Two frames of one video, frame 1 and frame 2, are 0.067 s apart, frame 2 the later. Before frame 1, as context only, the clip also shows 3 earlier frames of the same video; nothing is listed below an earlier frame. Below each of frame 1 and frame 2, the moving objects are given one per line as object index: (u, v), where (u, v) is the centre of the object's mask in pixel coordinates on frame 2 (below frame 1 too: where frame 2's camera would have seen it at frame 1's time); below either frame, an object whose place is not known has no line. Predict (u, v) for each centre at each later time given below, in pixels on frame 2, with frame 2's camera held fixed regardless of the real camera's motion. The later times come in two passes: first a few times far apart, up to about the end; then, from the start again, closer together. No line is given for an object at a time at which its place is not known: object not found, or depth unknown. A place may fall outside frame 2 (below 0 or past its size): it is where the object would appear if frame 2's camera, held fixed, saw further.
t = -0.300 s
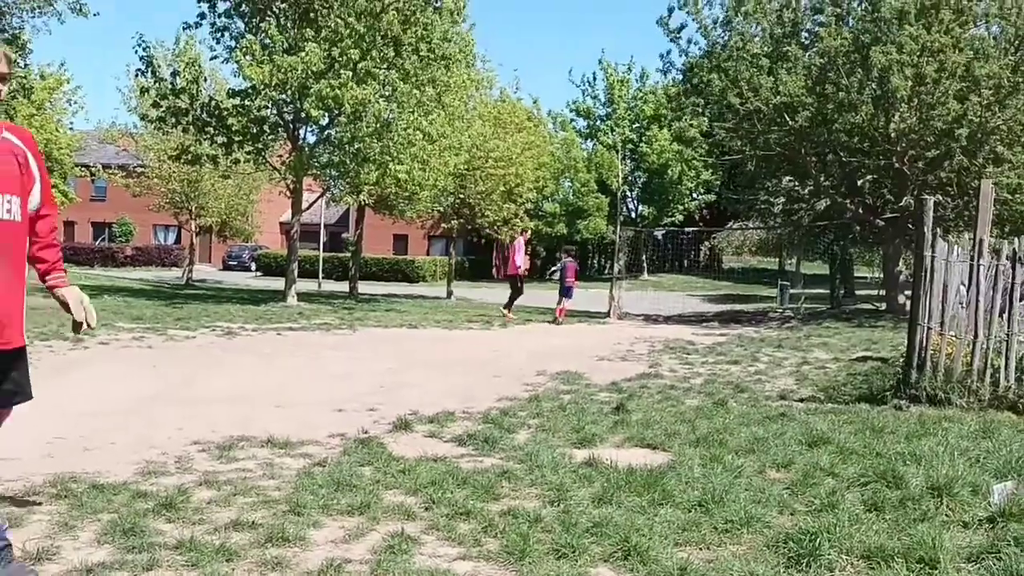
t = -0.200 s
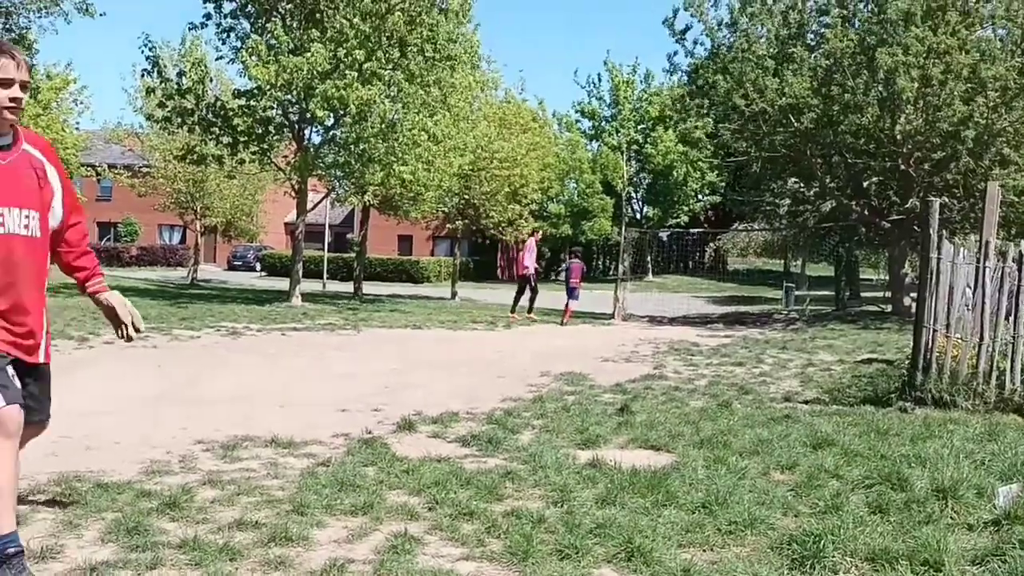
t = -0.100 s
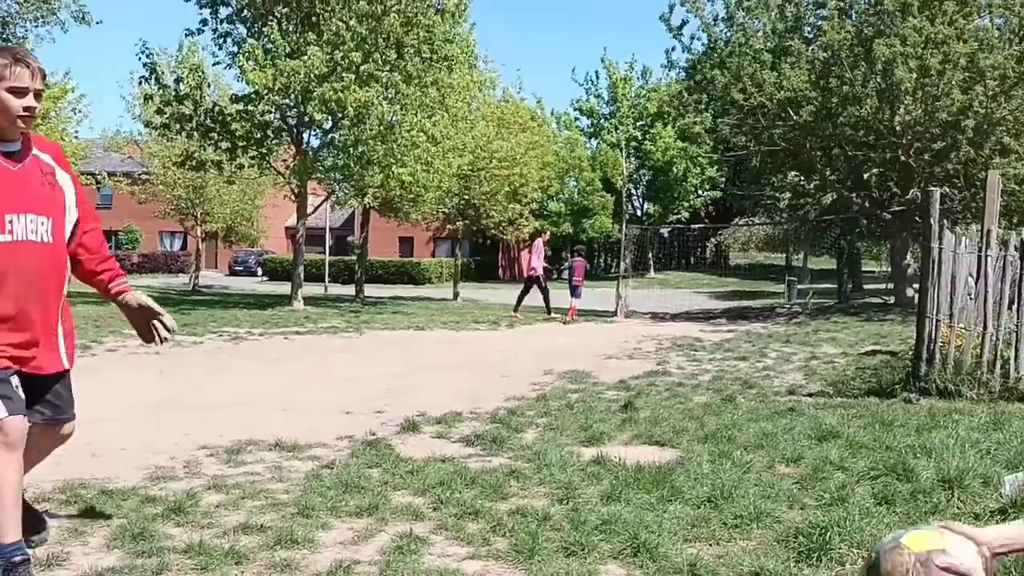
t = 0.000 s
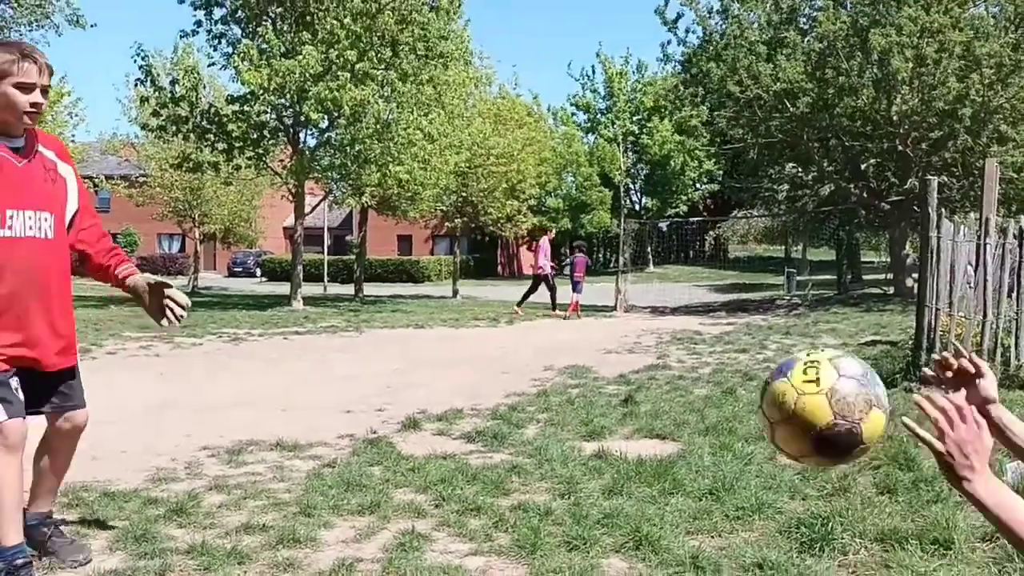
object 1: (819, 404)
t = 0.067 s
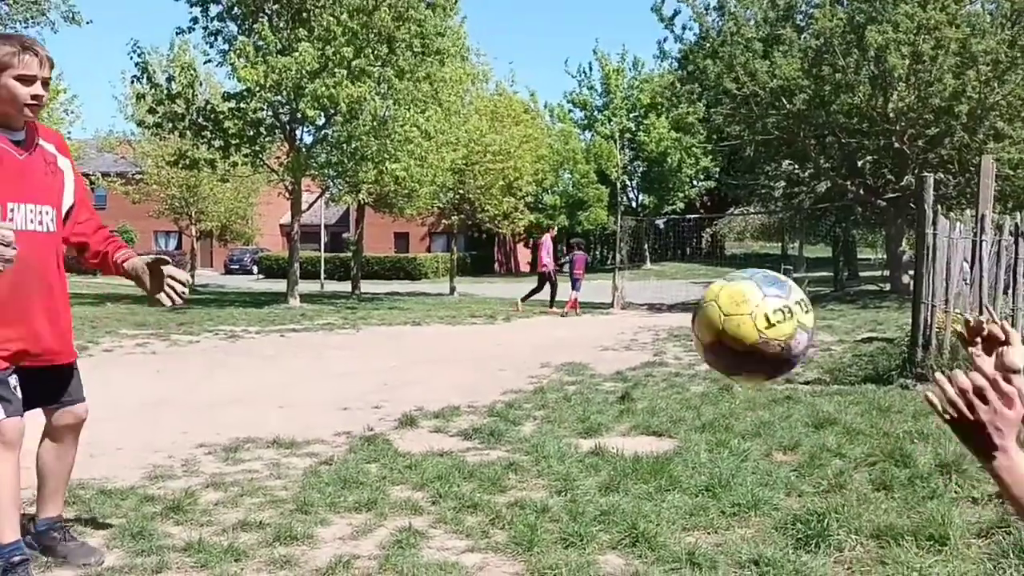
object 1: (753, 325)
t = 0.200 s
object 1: (633, 243)
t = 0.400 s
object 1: (481, 280)
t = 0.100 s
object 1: (722, 296)
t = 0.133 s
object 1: (691, 272)
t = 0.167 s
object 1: (661, 254)
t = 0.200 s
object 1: (633, 243)
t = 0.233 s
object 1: (605, 237)
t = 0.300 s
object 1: (553, 240)
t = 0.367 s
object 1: (504, 261)
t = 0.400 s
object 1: (481, 280)
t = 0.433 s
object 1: (458, 303)
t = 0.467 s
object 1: (435, 330)
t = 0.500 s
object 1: (414, 360)
